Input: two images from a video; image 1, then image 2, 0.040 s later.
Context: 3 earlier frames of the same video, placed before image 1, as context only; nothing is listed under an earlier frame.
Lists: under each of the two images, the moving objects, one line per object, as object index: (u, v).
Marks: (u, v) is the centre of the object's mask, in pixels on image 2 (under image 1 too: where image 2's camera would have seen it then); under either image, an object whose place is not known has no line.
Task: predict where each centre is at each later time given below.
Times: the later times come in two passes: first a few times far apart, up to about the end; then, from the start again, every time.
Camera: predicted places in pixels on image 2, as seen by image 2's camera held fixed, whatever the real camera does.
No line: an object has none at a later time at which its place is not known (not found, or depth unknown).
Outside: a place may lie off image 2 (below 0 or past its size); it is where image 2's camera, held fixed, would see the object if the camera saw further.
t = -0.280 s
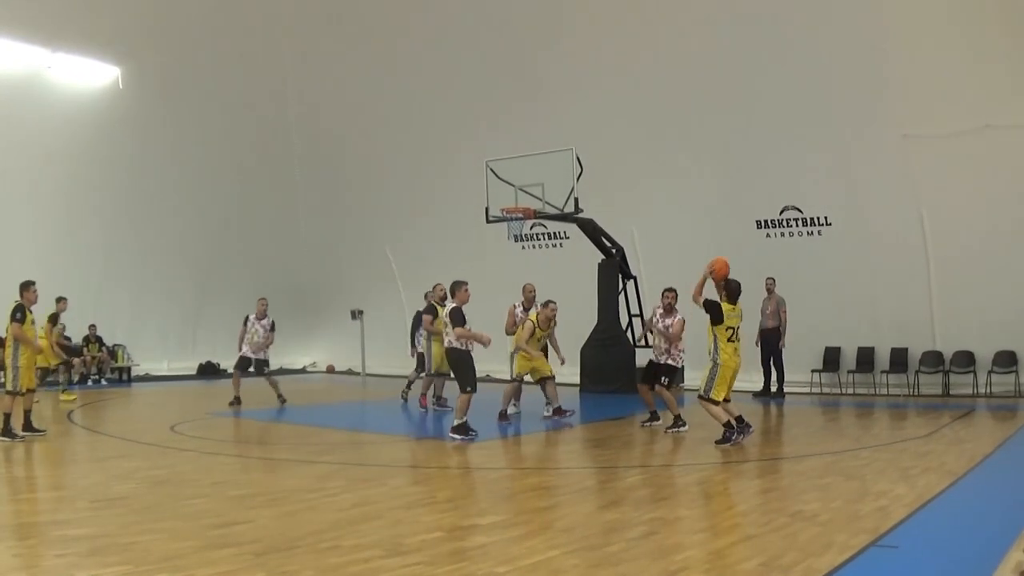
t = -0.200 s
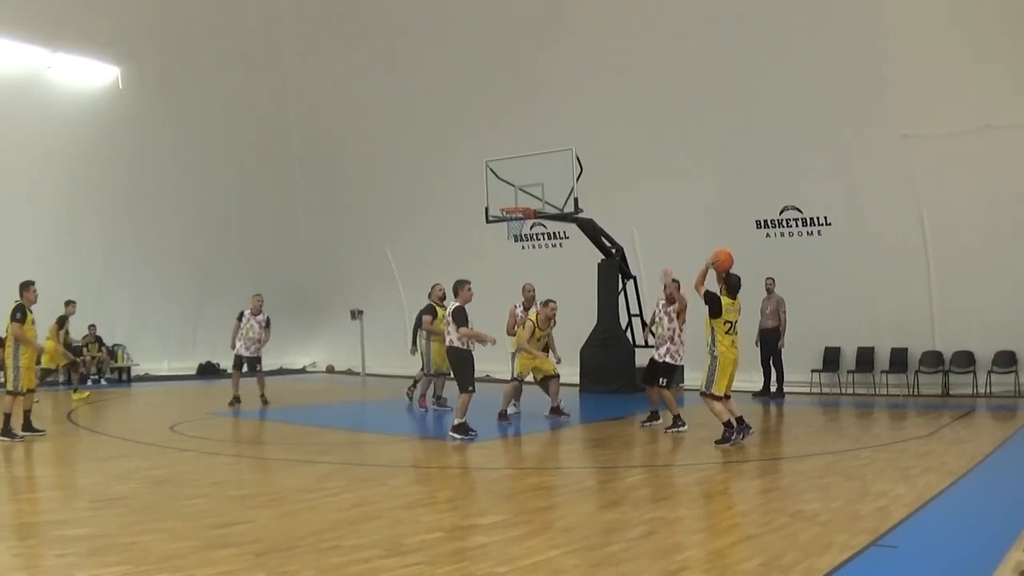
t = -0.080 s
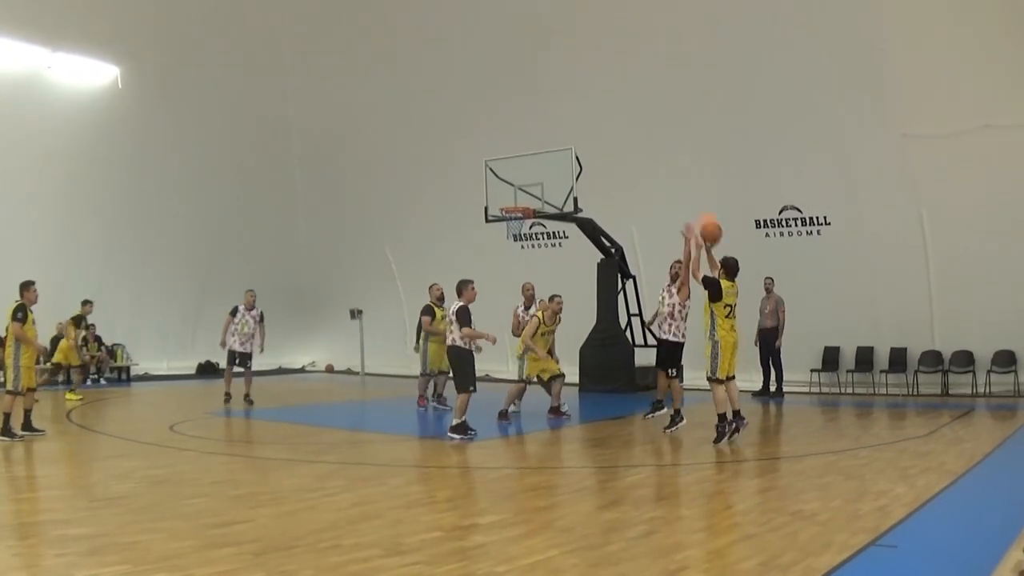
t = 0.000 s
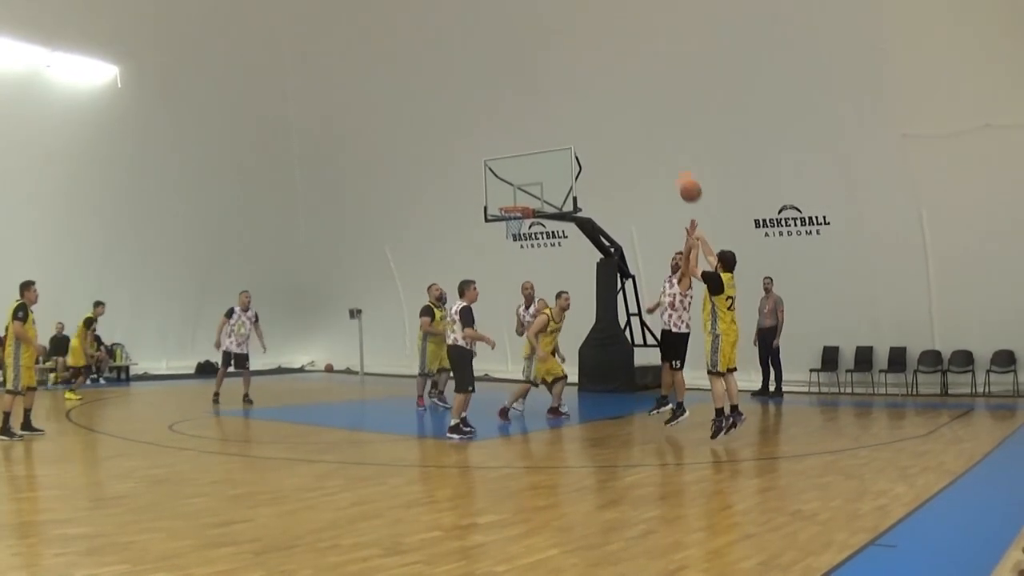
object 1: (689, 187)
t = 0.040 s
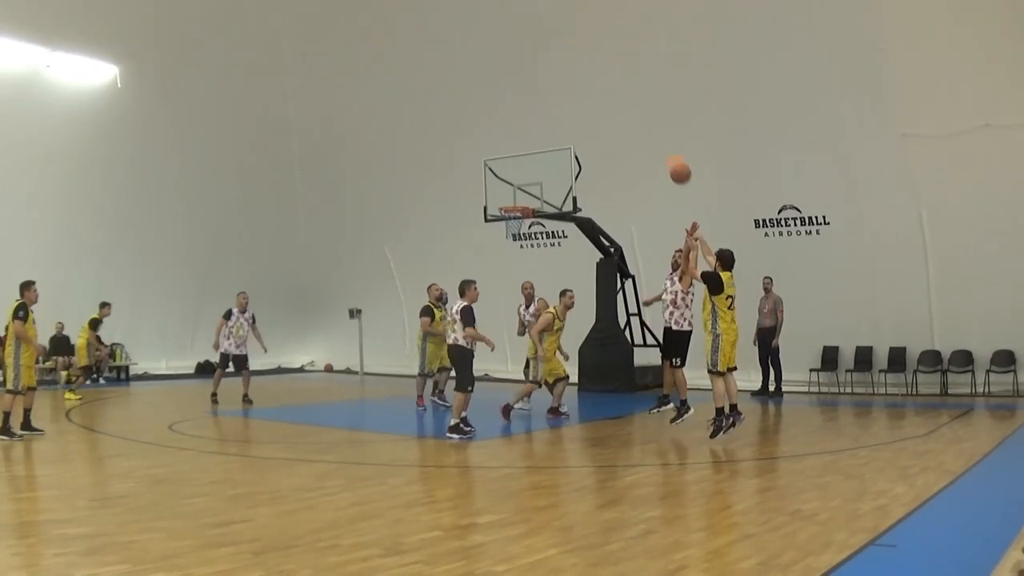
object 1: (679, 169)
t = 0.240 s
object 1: (635, 111)
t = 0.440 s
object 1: (598, 87)
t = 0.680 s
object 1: (560, 98)
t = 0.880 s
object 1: (534, 132)
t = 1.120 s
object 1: (507, 200)
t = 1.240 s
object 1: (491, 233)
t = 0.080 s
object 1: (670, 156)
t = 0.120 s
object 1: (661, 141)
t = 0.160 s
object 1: (652, 131)
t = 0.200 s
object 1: (644, 120)
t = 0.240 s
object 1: (635, 111)
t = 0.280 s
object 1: (627, 104)
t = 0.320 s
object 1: (619, 98)
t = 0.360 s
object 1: (612, 93)
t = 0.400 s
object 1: (605, 90)
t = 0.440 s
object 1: (598, 87)
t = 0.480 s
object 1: (591, 86)
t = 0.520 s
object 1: (584, 87)
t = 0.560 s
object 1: (578, 88)
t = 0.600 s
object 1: (572, 91)
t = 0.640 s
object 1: (566, 94)
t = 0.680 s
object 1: (560, 98)
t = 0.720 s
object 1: (555, 103)
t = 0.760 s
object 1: (549, 109)
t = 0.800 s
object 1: (544, 116)
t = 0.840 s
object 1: (539, 124)
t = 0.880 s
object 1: (534, 132)
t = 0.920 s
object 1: (529, 142)
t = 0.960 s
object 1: (525, 152)
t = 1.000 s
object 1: (520, 163)
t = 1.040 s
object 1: (516, 175)
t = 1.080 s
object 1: (511, 188)
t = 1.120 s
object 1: (507, 200)
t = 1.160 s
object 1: (501, 212)
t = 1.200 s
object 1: (497, 223)
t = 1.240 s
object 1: (491, 233)
